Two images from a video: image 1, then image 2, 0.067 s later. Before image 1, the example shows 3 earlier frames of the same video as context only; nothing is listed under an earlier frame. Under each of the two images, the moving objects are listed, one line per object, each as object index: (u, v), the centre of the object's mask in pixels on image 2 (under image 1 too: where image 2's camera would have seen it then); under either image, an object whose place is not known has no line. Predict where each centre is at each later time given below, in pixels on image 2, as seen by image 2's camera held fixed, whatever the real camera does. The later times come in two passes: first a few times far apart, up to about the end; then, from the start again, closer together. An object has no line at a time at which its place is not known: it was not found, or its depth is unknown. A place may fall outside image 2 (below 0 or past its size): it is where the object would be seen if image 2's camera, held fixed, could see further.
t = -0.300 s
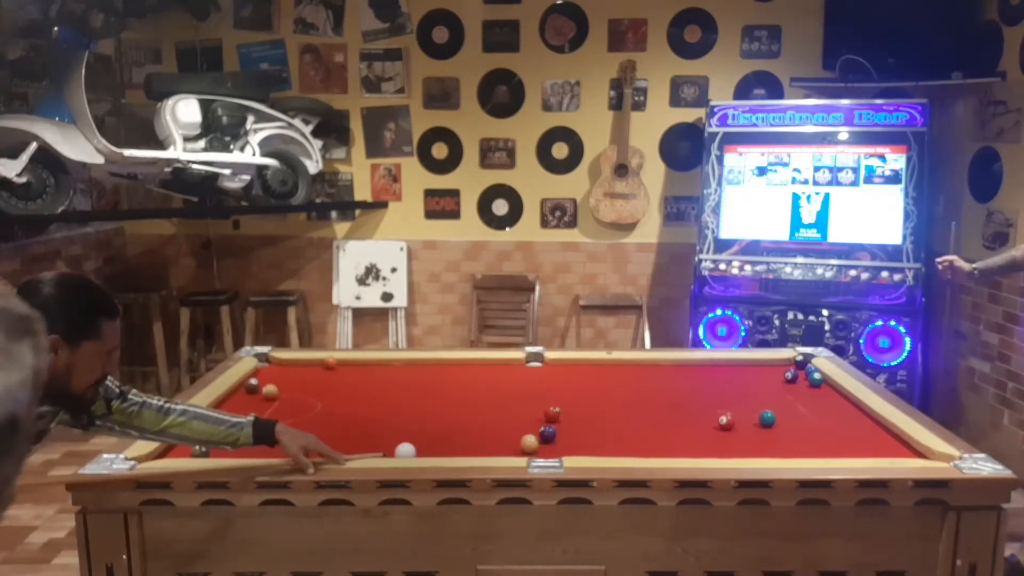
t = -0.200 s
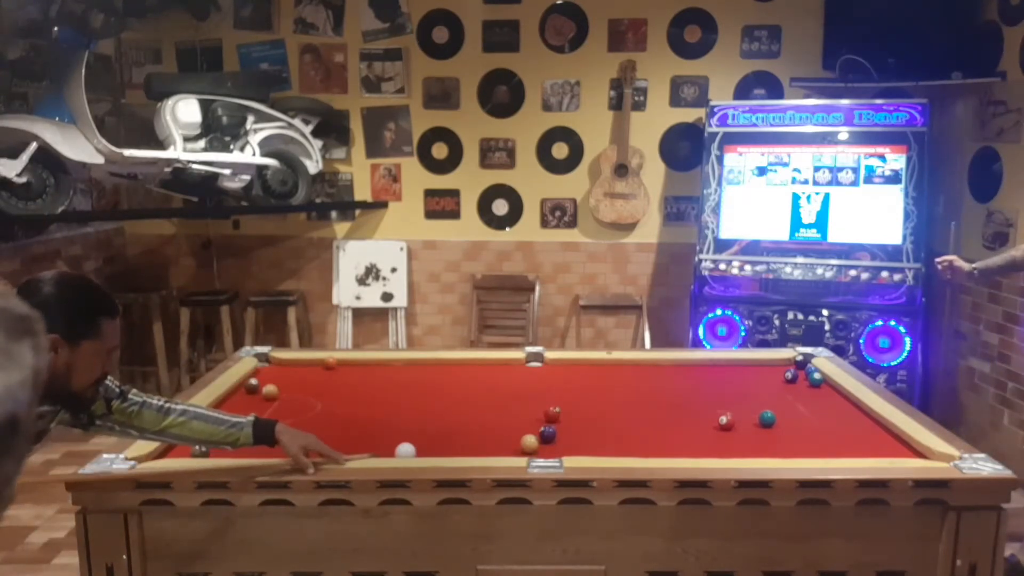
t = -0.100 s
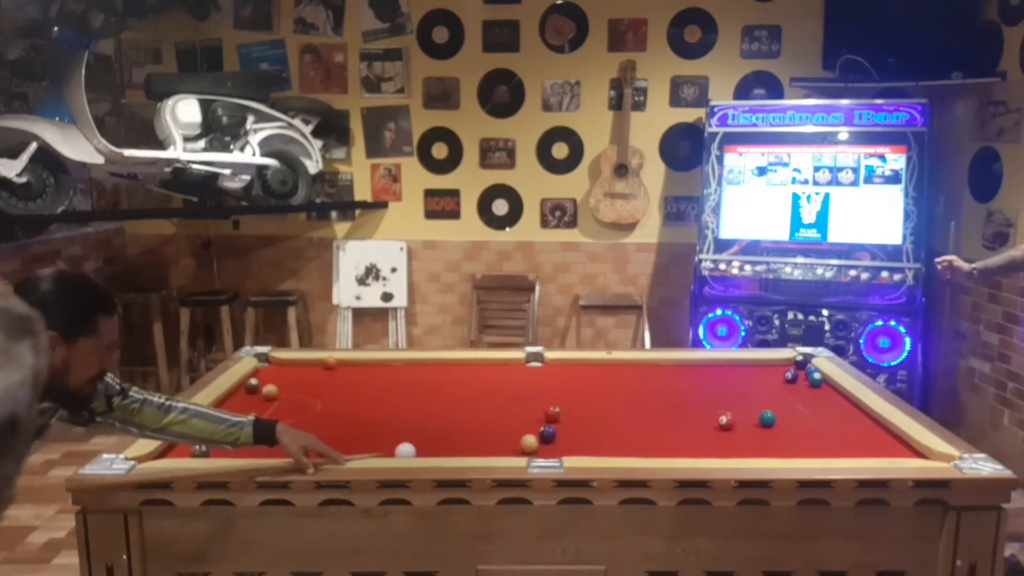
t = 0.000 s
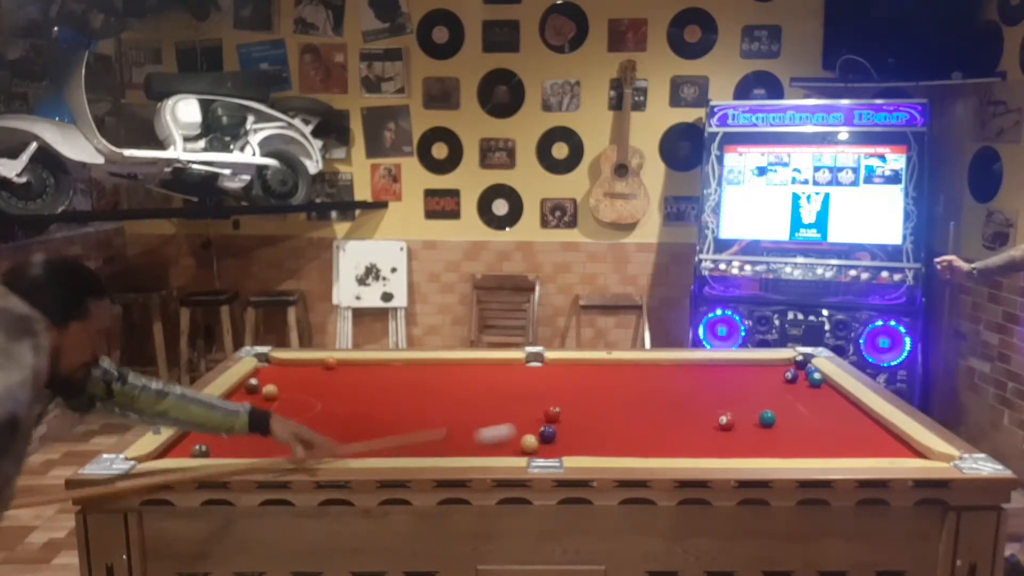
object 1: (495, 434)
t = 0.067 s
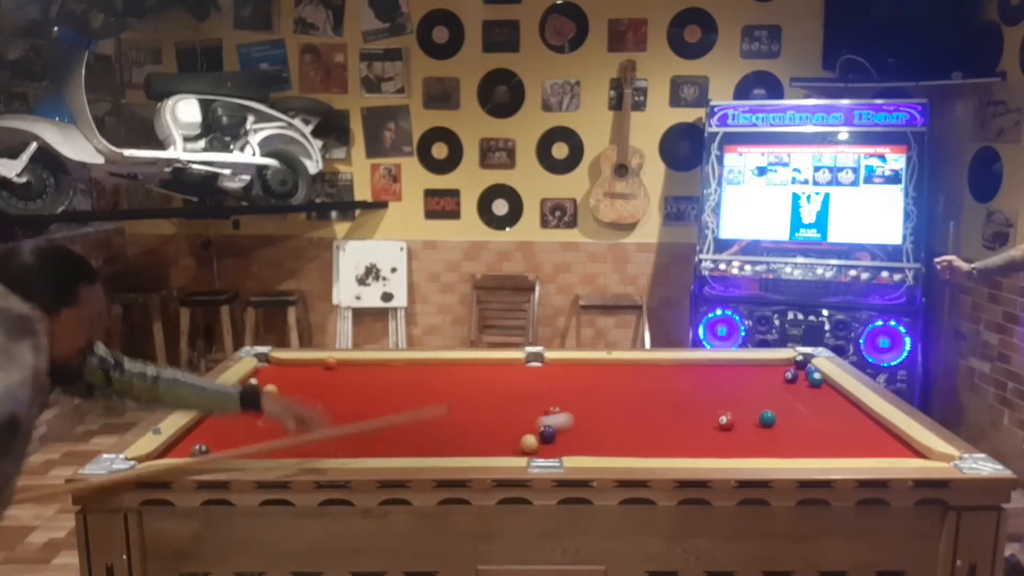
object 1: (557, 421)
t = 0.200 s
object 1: (652, 404)
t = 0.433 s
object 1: (790, 378)
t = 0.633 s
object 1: (787, 381)
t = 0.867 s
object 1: (778, 380)
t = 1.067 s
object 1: (774, 378)
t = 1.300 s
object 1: (771, 377)
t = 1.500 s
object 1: (768, 376)
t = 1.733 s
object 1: (765, 374)
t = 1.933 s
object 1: (763, 373)
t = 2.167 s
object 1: (763, 372)
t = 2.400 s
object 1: (764, 371)
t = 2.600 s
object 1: (764, 371)
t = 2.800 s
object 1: (765, 371)
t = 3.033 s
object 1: (765, 371)
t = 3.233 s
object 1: (765, 372)
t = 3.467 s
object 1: (765, 372)
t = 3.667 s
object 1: (765, 372)
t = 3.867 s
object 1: (765, 372)
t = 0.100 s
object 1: (581, 417)
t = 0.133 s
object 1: (606, 413)
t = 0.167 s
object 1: (629, 408)
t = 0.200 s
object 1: (652, 404)
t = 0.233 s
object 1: (674, 400)
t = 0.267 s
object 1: (695, 396)
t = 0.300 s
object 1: (716, 392)
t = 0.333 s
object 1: (736, 388)
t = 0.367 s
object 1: (755, 384)
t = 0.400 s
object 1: (773, 381)
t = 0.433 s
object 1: (790, 378)
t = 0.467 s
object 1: (801, 379)
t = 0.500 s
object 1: (804, 379)
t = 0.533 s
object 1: (800, 380)
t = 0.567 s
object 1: (795, 380)
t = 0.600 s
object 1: (790, 380)
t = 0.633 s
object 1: (787, 381)
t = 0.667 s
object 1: (784, 381)
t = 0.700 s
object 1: (782, 381)
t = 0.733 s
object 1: (781, 381)
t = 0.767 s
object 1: (780, 380)
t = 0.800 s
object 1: (779, 380)
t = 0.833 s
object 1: (779, 380)
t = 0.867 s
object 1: (778, 380)
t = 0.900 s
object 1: (777, 379)
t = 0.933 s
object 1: (777, 379)
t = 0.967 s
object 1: (776, 379)
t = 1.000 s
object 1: (775, 379)
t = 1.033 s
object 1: (775, 378)
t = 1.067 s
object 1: (774, 378)
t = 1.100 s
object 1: (774, 378)
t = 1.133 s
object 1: (773, 377)
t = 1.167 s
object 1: (773, 377)
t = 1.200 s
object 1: (772, 377)
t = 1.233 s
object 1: (771, 377)
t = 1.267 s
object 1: (771, 377)
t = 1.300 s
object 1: (771, 377)
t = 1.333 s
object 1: (770, 377)
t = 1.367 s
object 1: (770, 377)
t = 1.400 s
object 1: (769, 376)
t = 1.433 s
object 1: (769, 376)
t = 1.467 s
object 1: (768, 376)
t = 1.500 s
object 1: (768, 376)
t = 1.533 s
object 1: (767, 376)
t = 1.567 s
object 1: (767, 375)
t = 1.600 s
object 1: (766, 375)
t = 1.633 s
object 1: (766, 375)
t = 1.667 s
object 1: (765, 375)
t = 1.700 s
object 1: (765, 375)
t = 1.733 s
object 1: (765, 374)
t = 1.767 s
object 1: (764, 374)
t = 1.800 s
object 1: (764, 374)
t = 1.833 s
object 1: (764, 374)
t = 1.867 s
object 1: (764, 373)
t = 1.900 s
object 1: (763, 373)
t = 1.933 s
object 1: (763, 373)
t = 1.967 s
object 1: (763, 372)
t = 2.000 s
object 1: (763, 372)
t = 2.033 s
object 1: (763, 372)
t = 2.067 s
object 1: (763, 372)
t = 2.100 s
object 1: (763, 372)
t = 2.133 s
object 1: (763, 372)
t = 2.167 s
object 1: (763, 372)
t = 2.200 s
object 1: (763, 372)
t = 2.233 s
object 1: (763, 371)
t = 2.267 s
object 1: (764, 371)
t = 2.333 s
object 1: (764, 371)
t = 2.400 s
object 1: (764, 371)
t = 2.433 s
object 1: (764, 371)
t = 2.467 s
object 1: (764, 371)
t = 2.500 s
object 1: (764, 371)
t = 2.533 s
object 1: (764, 371)
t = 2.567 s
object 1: (764, 371)
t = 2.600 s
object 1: (764, 371)
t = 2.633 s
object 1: (764, 371)
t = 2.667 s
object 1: (764, 371)
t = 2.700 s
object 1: (764, 371)
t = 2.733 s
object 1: (764, 371)
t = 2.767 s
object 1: (765, 371)
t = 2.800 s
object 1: (765, 371)
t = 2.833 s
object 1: (765, 371)
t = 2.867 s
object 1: (765, 371)
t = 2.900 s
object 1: (764, 371)
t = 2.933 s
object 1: (764, 371)
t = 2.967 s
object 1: (764, 371)
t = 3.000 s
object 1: (765, 371)
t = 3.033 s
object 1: (765, 371)
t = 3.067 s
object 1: (765, 371)
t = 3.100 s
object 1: (764, 371)
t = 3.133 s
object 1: (765, 371)
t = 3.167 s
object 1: (764, 371)
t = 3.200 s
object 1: (765, 372)
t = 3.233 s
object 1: (765, 372)
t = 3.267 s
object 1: (765, 372)
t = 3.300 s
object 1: (765, 372)
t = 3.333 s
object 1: (765, 372)
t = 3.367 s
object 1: (765, 372)
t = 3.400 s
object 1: (765, 372)
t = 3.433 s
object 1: (765, 372)
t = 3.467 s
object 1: (765, 372)
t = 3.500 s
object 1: (765, 372)
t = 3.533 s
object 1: (765, 372)
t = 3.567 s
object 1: (765, 372)
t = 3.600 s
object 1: (764, 372)
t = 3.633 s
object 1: (765, 372)
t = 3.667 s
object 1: (765, 372)
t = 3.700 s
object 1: (765, 372)
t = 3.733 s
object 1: (765, 372)
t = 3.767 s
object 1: (765, 372)
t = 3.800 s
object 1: (765, 372)
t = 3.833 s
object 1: (765, 372)
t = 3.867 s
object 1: (765, 372)
